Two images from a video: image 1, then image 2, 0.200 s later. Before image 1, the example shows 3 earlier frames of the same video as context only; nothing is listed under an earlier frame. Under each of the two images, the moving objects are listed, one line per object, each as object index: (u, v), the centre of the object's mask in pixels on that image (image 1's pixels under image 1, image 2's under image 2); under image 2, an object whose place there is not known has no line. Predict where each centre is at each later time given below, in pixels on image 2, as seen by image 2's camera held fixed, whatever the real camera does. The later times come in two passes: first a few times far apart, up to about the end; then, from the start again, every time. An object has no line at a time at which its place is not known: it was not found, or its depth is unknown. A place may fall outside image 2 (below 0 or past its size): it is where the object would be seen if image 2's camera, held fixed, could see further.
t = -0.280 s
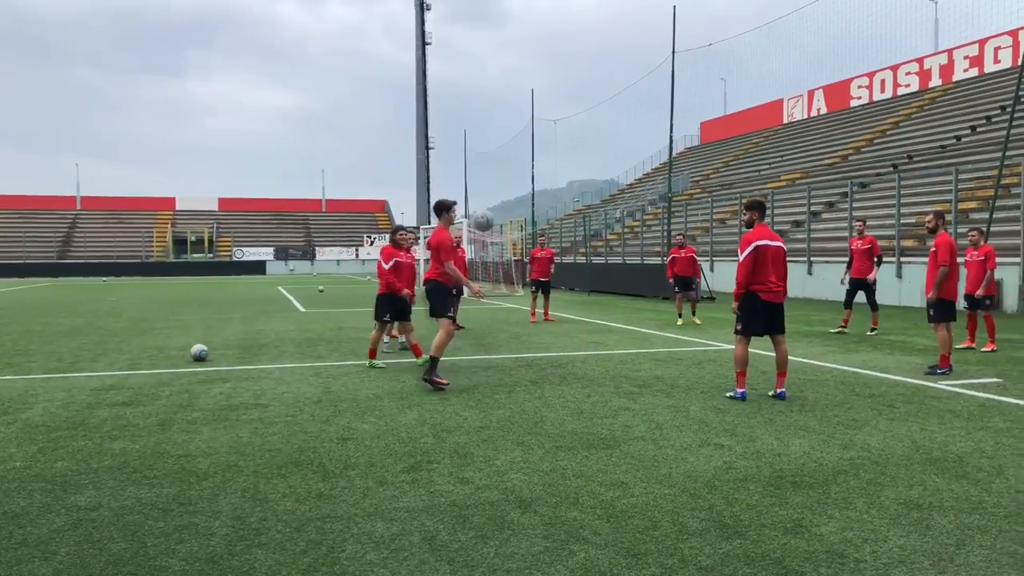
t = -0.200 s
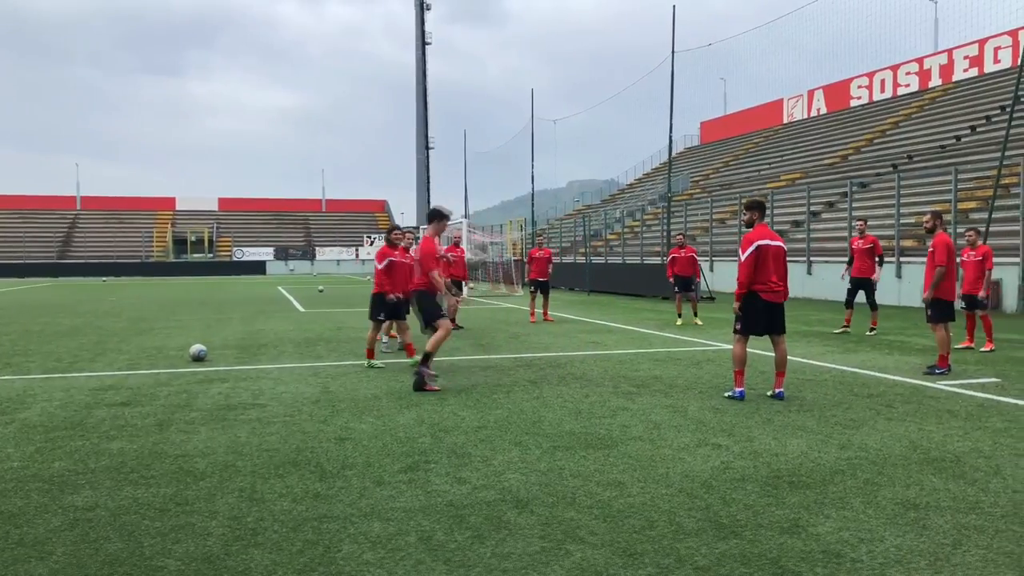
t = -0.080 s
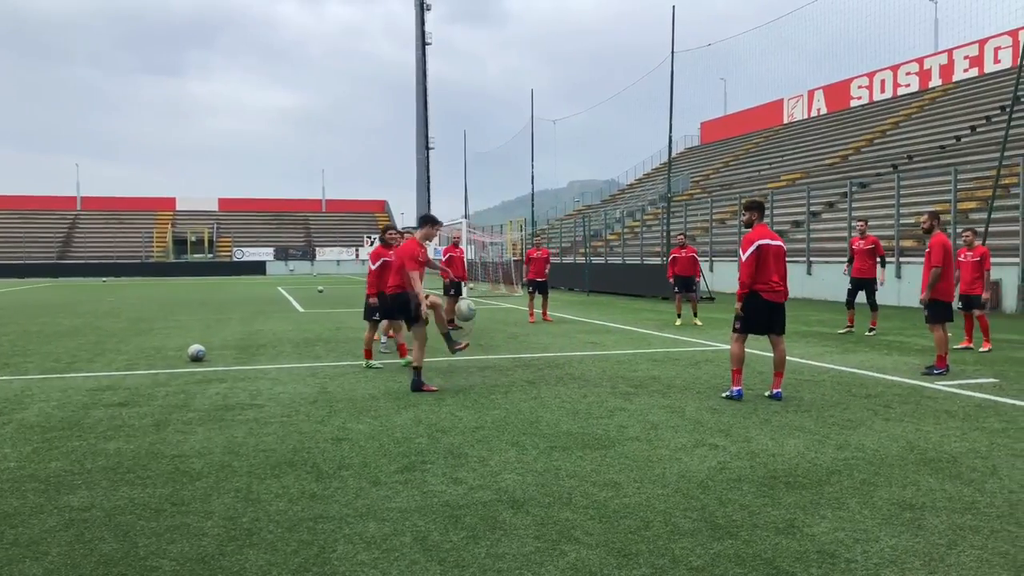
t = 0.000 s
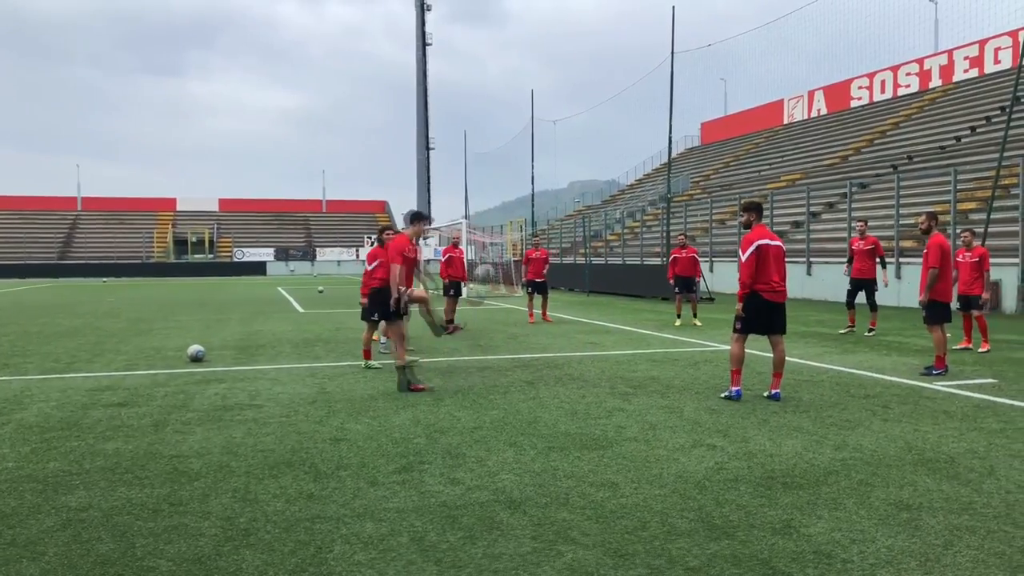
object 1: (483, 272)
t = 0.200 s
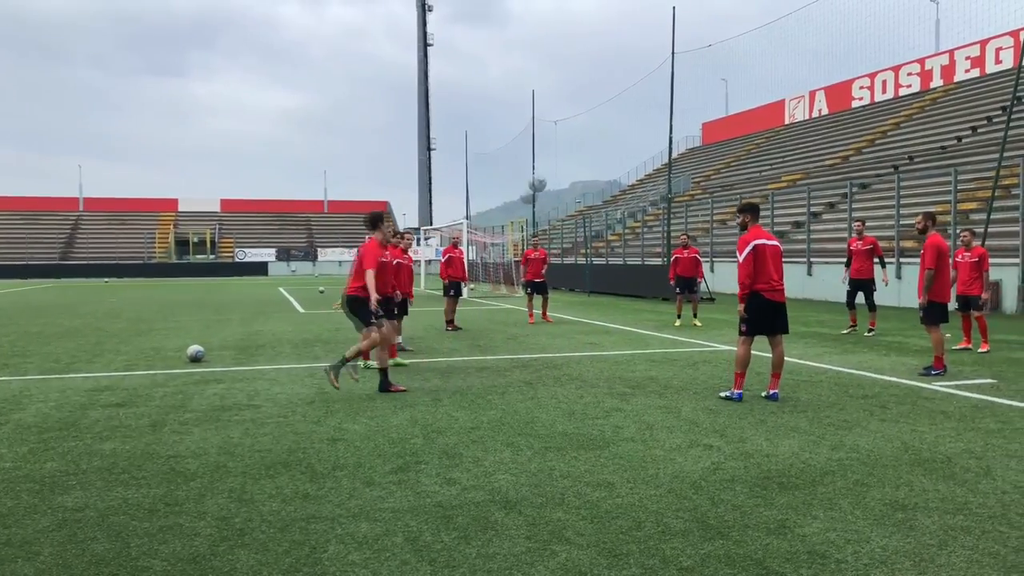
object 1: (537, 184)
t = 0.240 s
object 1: (545, 173)
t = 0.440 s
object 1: (587, 135)
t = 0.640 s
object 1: (622, 132)
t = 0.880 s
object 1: (657, 161)
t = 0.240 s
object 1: (545, 173)
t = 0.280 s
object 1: (552, 164)
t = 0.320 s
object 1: (560, 156)
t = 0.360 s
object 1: (571, 147)
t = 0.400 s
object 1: (577, 141)
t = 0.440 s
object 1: (587, 135)
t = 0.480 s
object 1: (593, 132)
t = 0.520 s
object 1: (600, 130)
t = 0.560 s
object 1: (608, 130)
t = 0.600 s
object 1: (615, 130)
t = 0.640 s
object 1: (622, 132)
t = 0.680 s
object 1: (627, 134)
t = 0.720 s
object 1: (633, 137)
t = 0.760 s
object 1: (640, 143)
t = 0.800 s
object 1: (645, 147)
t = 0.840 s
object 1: (651, 154)
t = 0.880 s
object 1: (657, 161)
